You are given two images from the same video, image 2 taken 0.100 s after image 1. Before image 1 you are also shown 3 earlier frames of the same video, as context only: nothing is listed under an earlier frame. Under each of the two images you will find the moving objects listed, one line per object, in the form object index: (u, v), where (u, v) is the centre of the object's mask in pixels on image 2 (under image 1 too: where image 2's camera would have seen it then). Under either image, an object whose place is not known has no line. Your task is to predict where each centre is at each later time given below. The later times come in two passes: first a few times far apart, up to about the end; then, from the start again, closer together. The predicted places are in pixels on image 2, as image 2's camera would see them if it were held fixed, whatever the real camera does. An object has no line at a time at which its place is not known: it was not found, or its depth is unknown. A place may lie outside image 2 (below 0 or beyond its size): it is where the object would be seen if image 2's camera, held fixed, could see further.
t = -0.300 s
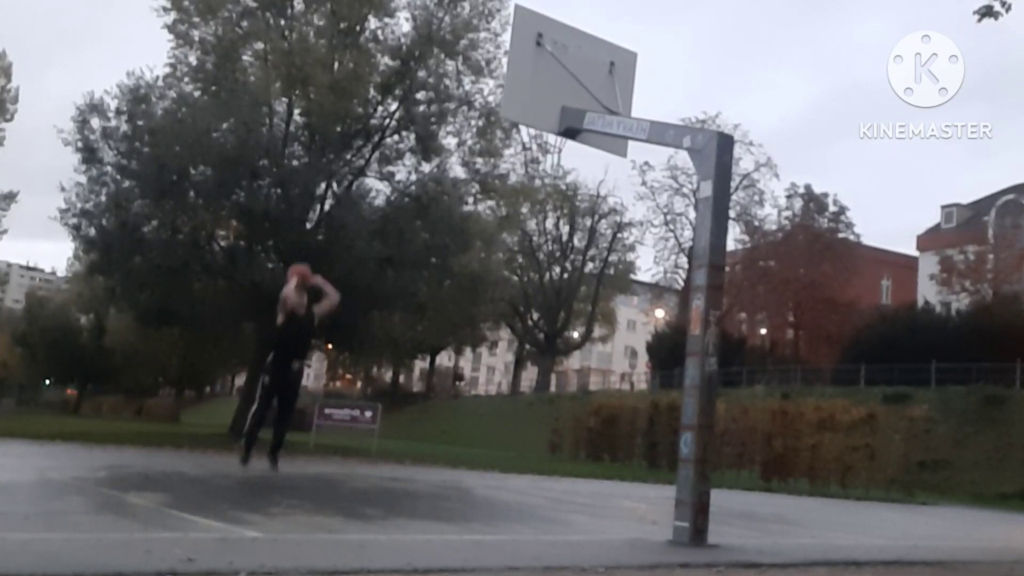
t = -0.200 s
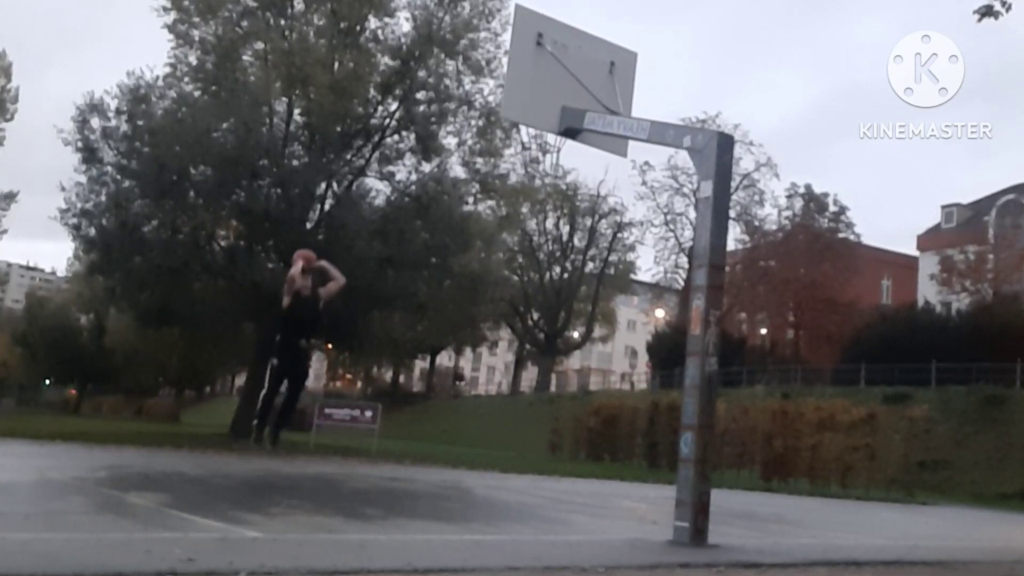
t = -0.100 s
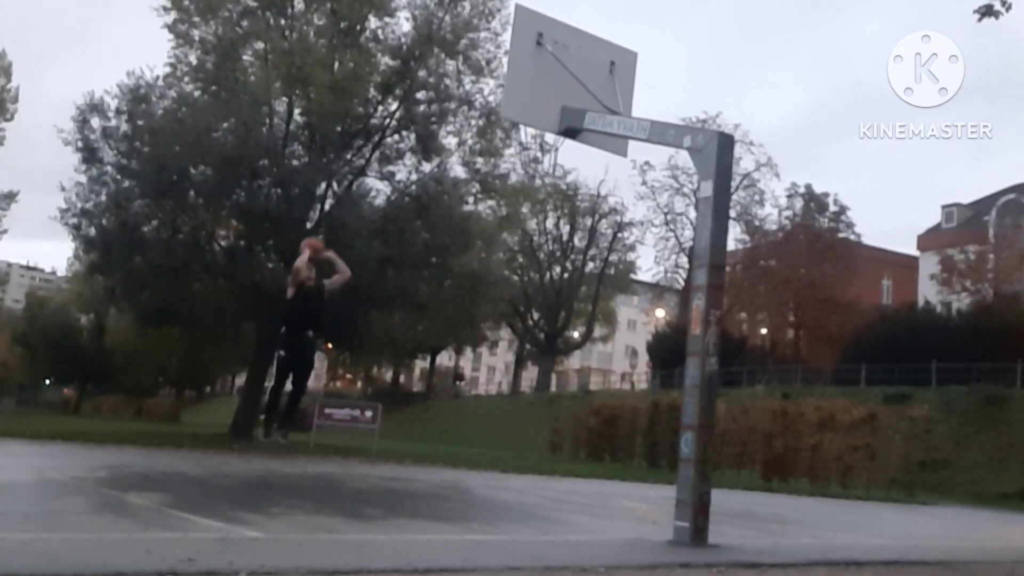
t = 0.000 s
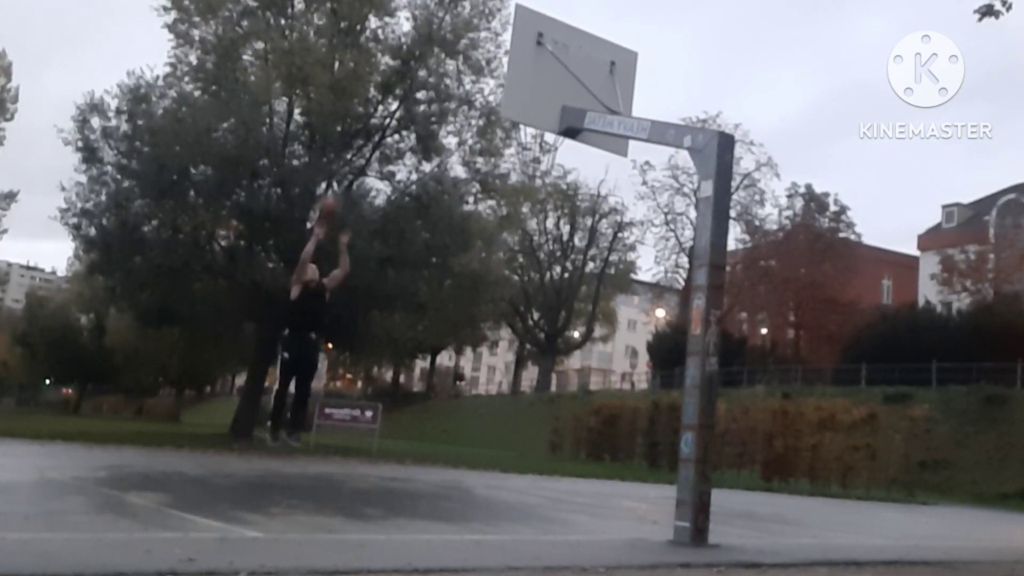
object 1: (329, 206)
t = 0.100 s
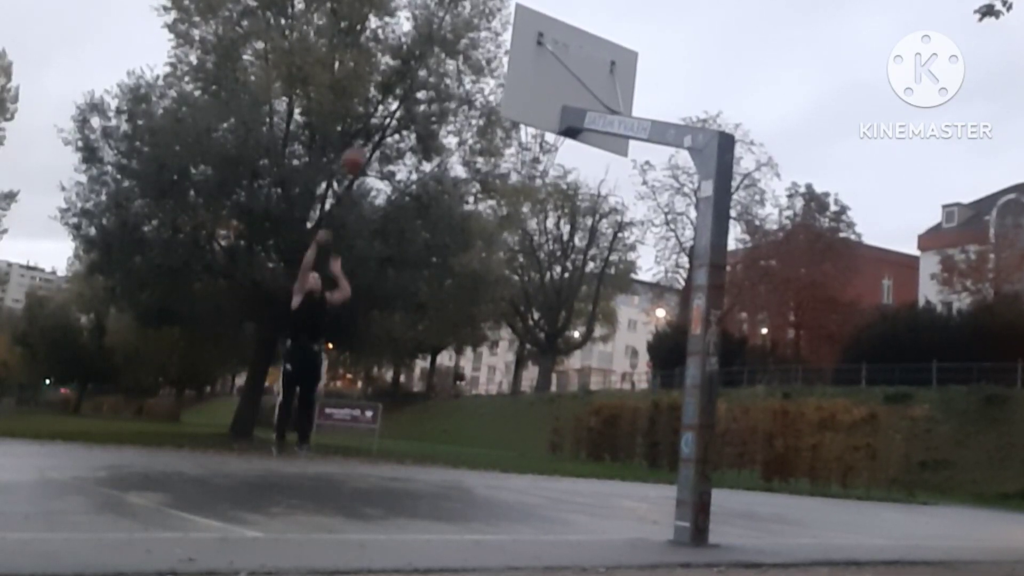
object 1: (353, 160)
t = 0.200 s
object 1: (376, 123)
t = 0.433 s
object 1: (430, 62)
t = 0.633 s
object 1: (474, 49)
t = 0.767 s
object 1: (502, 66)
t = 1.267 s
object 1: (498, 59)
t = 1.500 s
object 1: (464, 119)
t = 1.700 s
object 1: (429, 213)
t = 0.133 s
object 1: (362, 146)
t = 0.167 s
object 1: (370, 133)
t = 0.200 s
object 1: (376, 123)
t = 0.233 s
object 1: (384, 110)
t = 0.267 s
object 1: (392, 99)
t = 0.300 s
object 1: (399, 90)
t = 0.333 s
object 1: (406, 83)
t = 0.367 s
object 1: (414, 75)
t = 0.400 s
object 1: (422, 69)
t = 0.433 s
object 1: (430, 62)
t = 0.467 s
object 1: (437, 58)
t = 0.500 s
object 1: (445, 55)
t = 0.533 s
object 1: (454, 52)
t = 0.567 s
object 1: (461, 49)
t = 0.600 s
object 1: (468, 49)
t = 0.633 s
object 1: (474, 49)
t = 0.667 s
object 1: (483, 52)
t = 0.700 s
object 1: (492, 56)
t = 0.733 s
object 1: (498, 61)
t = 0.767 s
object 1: (502, 66)
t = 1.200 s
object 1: (504, 50)
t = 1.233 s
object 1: (502, 54)
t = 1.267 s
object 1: (498, 59)
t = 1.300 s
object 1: (496, 65)
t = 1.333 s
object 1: (492, 69)
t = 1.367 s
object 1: (486, 77)
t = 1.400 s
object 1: (481, 86)
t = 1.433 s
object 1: (474, 97)
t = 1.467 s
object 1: (470, 108)
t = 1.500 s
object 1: (464, 119)
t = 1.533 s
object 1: (460, 132)
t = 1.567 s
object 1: (453, 146)
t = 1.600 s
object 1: (446, 161)
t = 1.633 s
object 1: (439, 178)
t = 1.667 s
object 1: (434, 195)
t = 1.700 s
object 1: (429, 213)
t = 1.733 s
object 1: (421, 233)
